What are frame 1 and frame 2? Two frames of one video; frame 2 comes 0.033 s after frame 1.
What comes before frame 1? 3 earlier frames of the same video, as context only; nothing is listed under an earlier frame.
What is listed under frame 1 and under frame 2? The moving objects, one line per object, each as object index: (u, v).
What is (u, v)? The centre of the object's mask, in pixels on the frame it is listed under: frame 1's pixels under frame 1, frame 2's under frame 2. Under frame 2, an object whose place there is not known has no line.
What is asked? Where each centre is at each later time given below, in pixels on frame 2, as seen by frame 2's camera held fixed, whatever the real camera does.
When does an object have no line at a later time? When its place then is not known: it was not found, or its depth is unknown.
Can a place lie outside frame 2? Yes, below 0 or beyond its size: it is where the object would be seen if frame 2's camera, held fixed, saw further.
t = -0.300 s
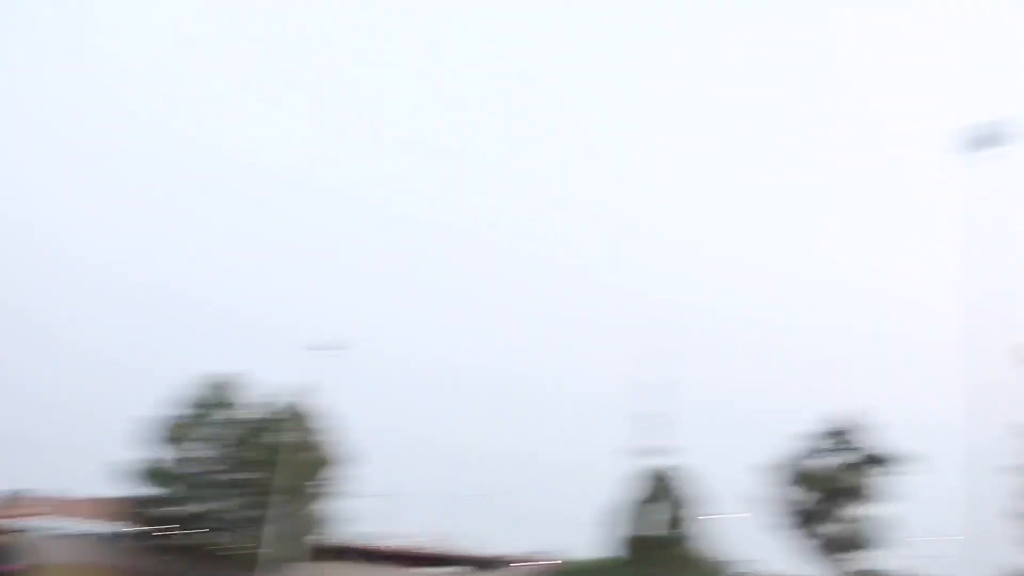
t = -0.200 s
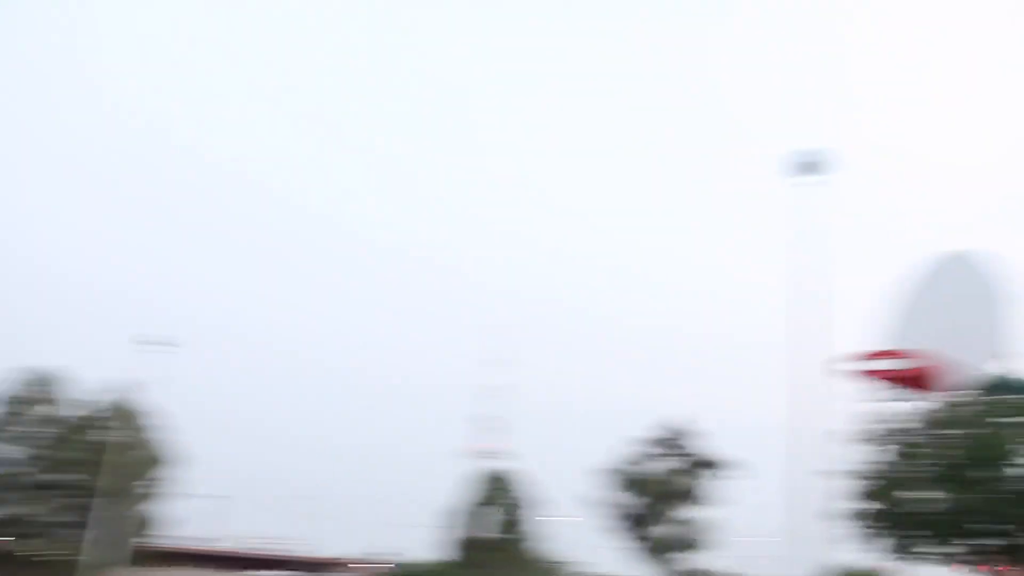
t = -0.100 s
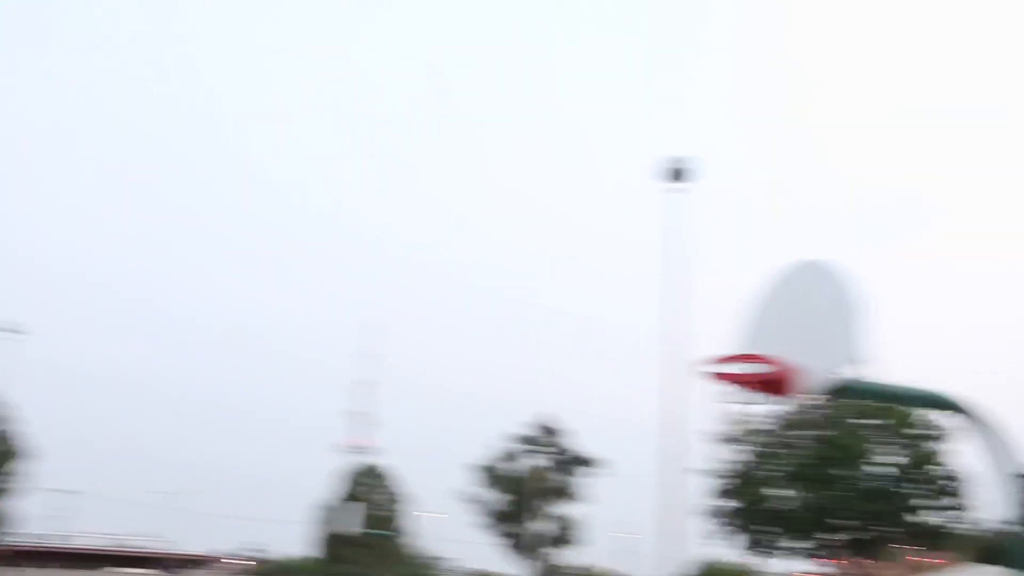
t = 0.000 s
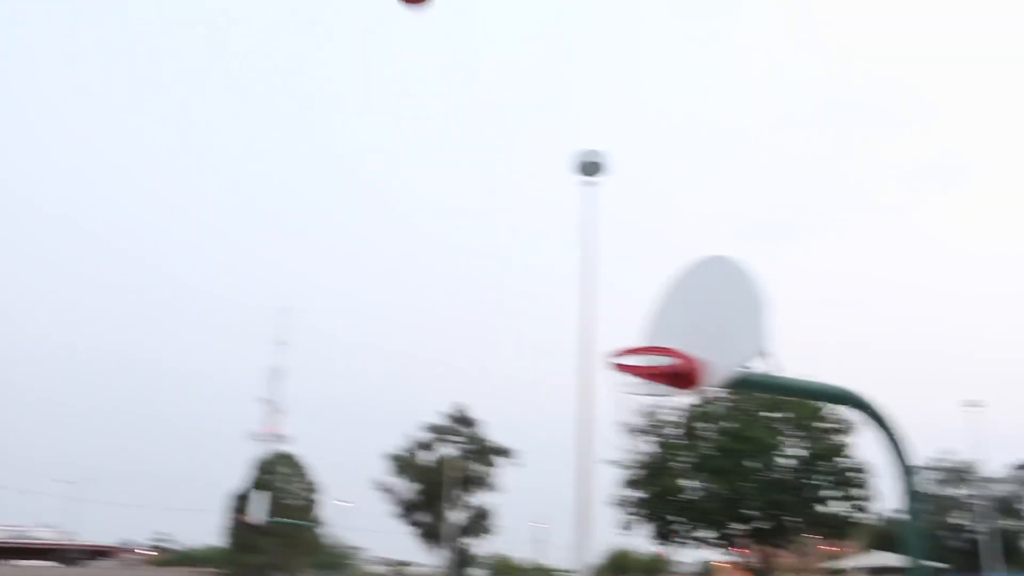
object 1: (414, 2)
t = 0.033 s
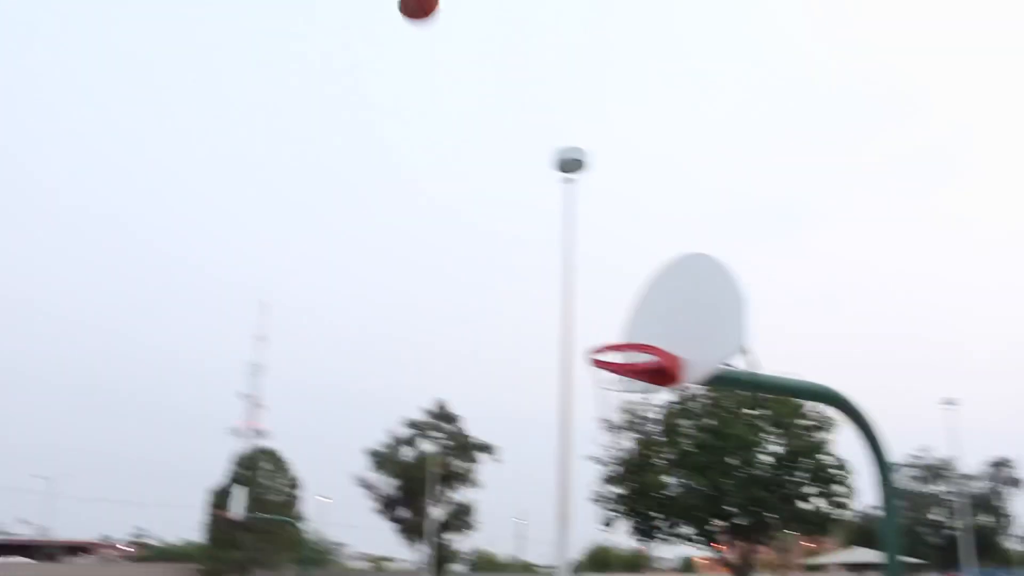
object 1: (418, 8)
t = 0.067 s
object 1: (445, 23)
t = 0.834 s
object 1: (565, 190)
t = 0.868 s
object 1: (555, 188)
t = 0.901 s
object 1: (548, 187)
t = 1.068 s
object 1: (515, 213)
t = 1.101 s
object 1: (506, 223)
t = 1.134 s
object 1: (497, 233)
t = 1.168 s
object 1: (487, 246)
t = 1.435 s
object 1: (414, 429)
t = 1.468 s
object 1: (401, 461)
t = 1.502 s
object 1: (390, 502)
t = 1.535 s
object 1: (373, 549)
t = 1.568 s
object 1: (359, 593)
